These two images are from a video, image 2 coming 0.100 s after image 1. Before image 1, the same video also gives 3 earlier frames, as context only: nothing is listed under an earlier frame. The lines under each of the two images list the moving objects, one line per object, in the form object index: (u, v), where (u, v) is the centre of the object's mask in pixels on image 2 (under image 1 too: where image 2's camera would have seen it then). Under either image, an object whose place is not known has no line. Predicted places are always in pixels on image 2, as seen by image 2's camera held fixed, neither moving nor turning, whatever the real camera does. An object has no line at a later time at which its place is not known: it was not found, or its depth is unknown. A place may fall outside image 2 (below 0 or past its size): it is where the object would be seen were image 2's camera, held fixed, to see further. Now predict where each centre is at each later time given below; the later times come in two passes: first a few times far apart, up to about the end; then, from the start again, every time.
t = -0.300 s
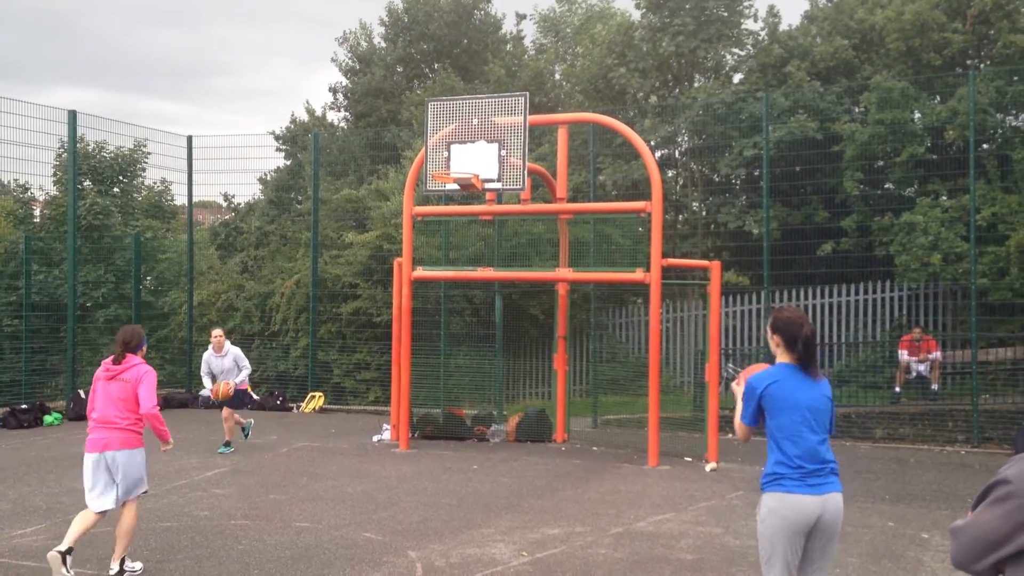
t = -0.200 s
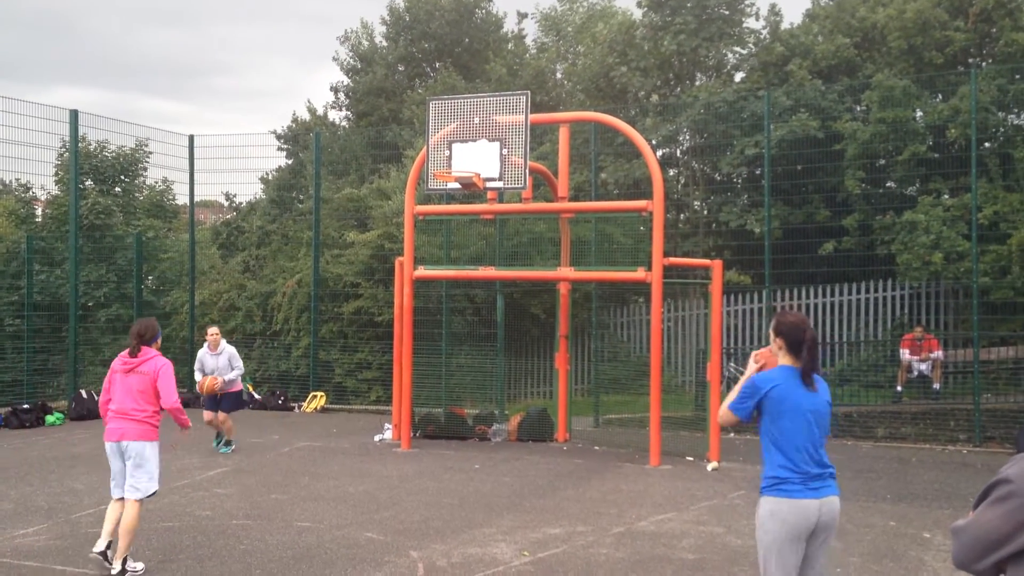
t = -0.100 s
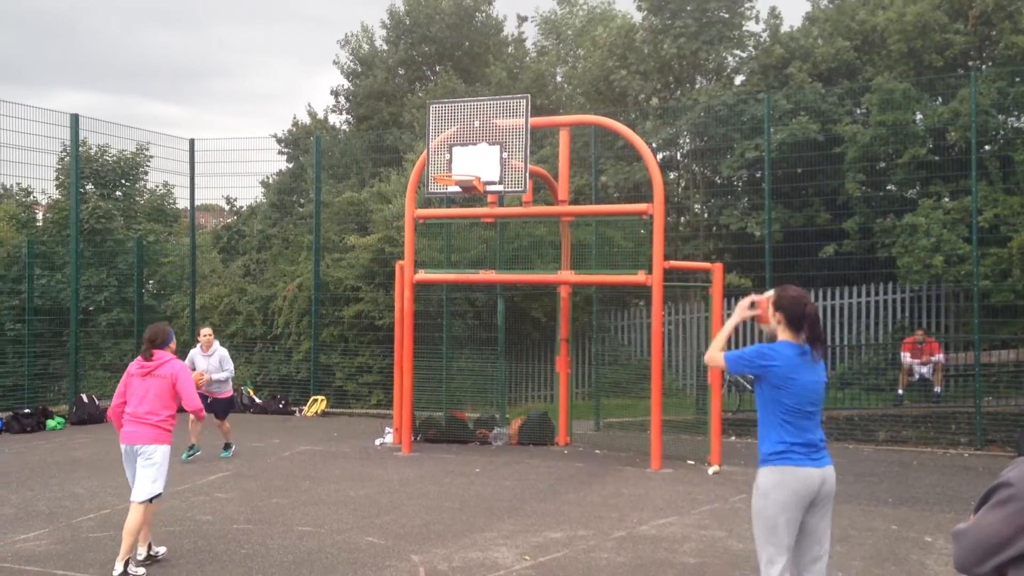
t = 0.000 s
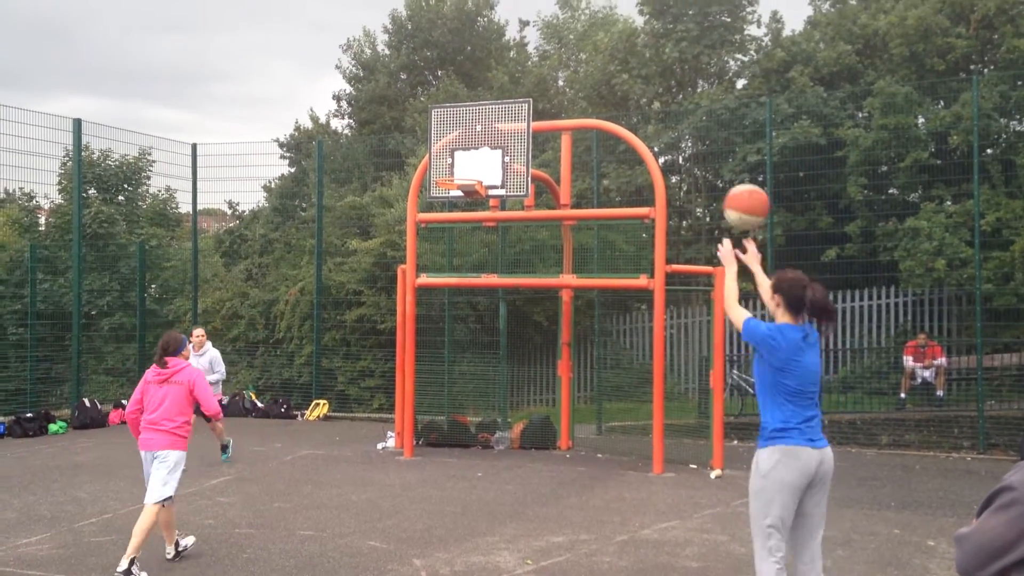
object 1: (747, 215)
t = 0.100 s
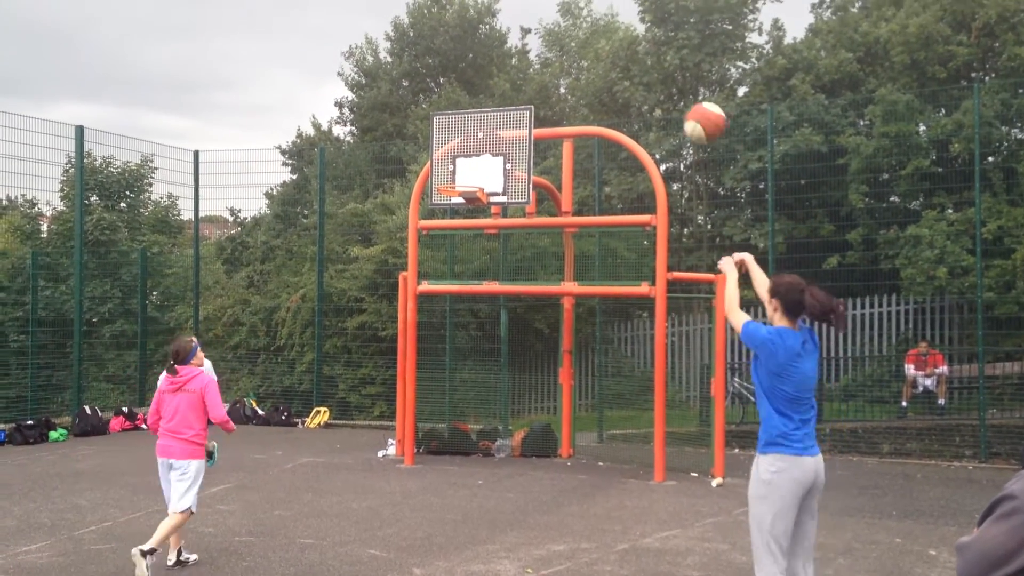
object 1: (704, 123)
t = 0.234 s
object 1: (657, 46)
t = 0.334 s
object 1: (627, 15)
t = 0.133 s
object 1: (692, 99)
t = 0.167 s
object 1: (679, 80)
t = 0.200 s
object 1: (668, 61)
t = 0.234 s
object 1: (657, 46)
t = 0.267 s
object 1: (646, 31)
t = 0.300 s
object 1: (637, 20)
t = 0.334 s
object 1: (627, 15)
